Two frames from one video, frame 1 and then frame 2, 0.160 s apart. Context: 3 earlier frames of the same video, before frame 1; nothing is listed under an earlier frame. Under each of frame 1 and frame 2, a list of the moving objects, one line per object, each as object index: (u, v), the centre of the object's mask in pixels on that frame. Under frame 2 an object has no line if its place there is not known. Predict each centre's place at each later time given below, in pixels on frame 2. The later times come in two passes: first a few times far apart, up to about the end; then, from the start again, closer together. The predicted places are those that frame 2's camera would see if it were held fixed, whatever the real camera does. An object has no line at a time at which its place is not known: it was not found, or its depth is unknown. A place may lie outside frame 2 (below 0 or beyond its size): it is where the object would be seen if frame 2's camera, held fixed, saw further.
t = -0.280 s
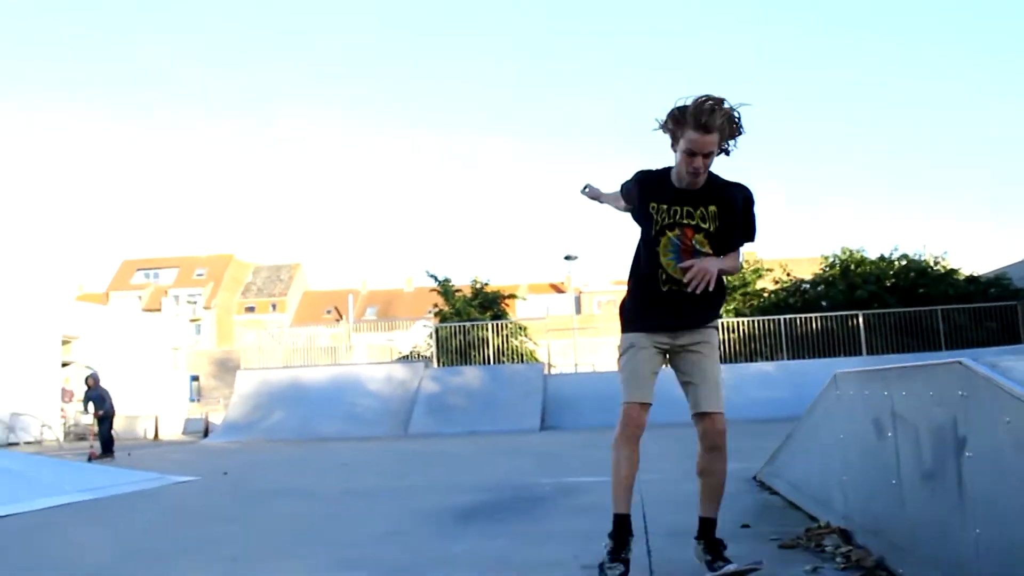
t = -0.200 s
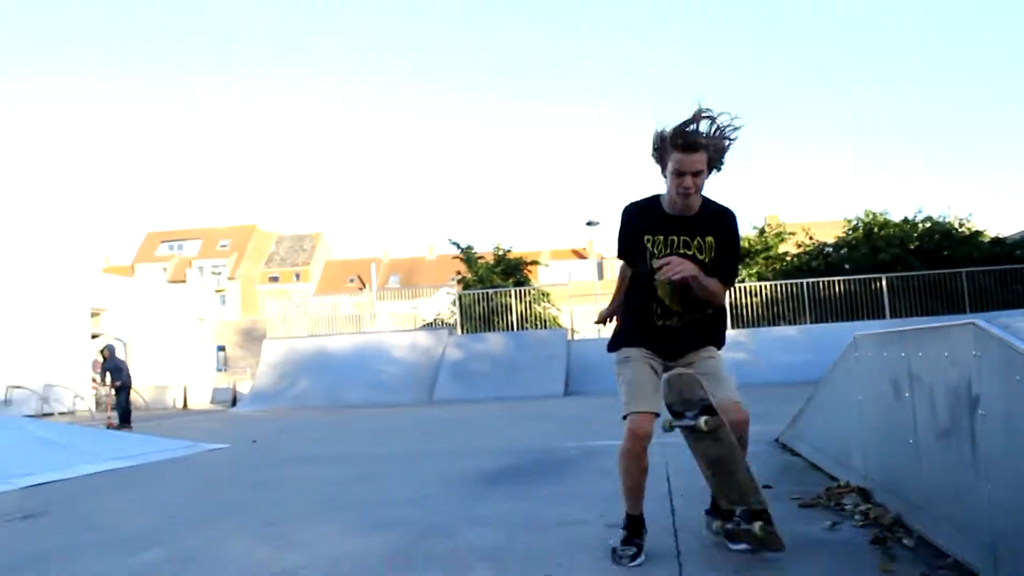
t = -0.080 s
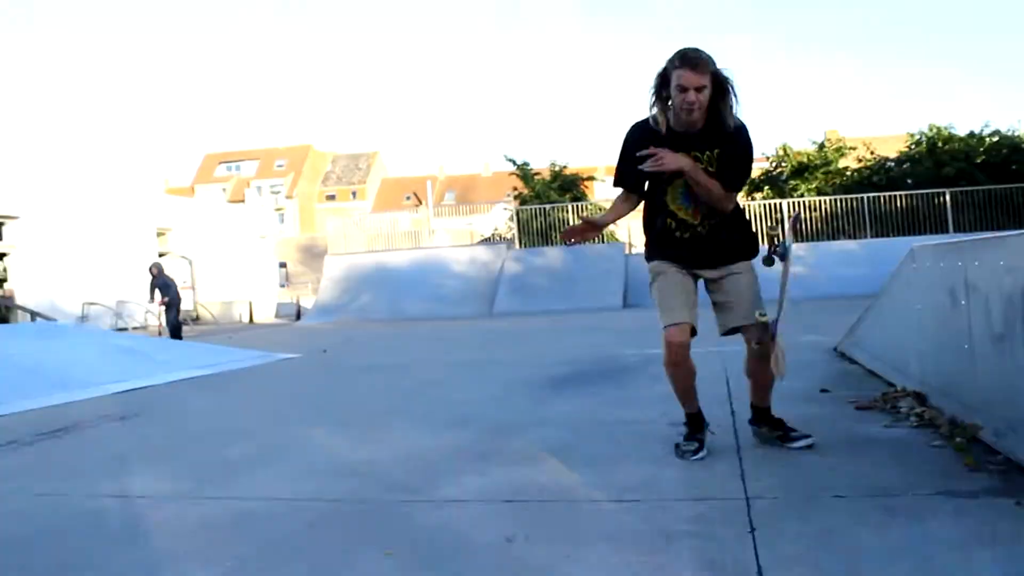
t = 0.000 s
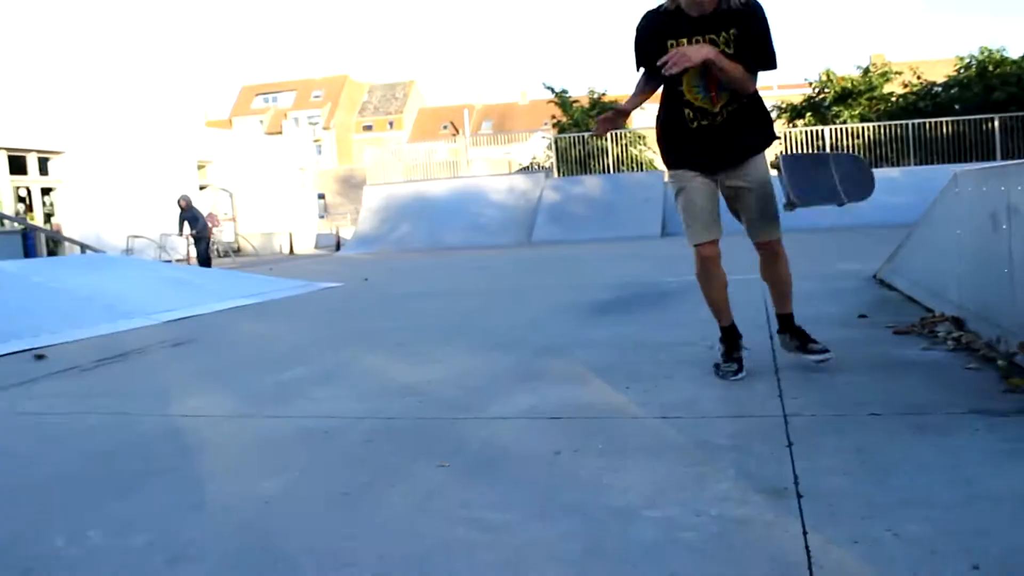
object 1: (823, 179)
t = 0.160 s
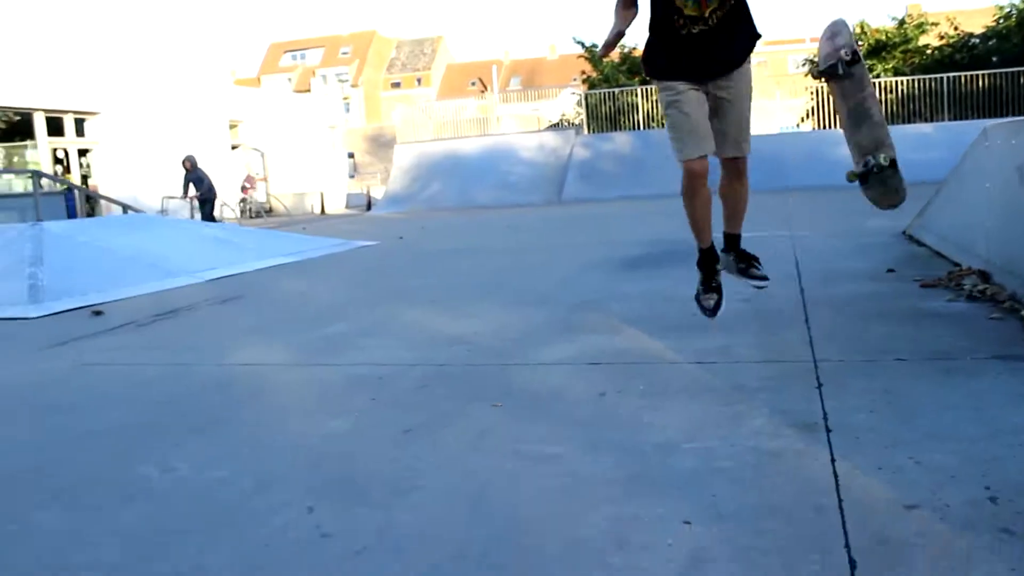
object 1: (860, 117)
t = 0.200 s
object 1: (861, 127)
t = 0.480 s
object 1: (867, 218)
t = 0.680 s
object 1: (878, 239)
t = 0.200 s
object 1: (861, 127)
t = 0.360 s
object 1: (863, 178)
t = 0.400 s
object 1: (863, 203)
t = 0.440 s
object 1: (863, 220)
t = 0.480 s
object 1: (867, 218)
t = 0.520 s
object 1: (874, 218)
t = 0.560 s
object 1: (881, 221)
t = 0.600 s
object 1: (885, 227)
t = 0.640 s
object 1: (885, 236)
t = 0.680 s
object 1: (878, 239)
